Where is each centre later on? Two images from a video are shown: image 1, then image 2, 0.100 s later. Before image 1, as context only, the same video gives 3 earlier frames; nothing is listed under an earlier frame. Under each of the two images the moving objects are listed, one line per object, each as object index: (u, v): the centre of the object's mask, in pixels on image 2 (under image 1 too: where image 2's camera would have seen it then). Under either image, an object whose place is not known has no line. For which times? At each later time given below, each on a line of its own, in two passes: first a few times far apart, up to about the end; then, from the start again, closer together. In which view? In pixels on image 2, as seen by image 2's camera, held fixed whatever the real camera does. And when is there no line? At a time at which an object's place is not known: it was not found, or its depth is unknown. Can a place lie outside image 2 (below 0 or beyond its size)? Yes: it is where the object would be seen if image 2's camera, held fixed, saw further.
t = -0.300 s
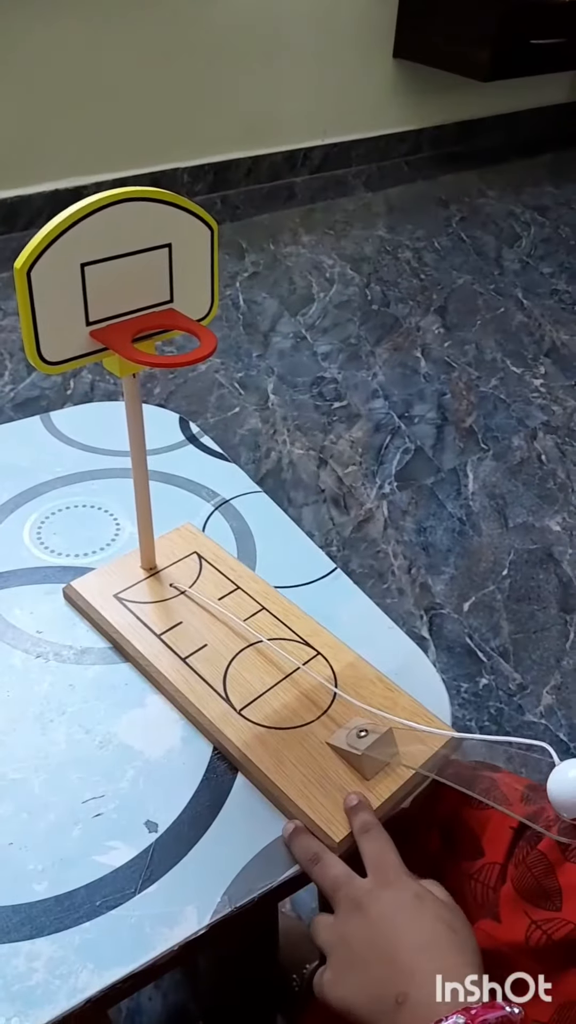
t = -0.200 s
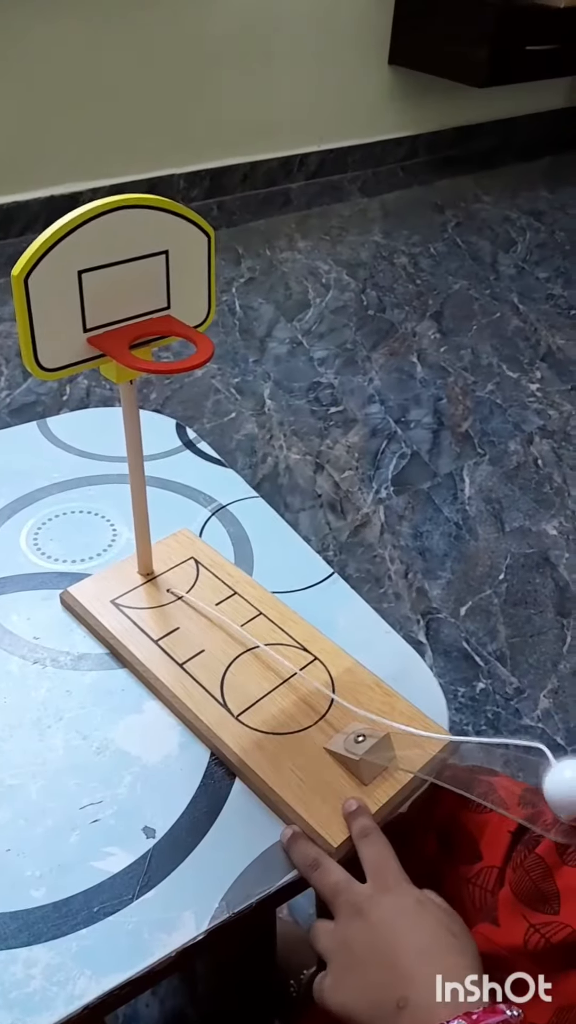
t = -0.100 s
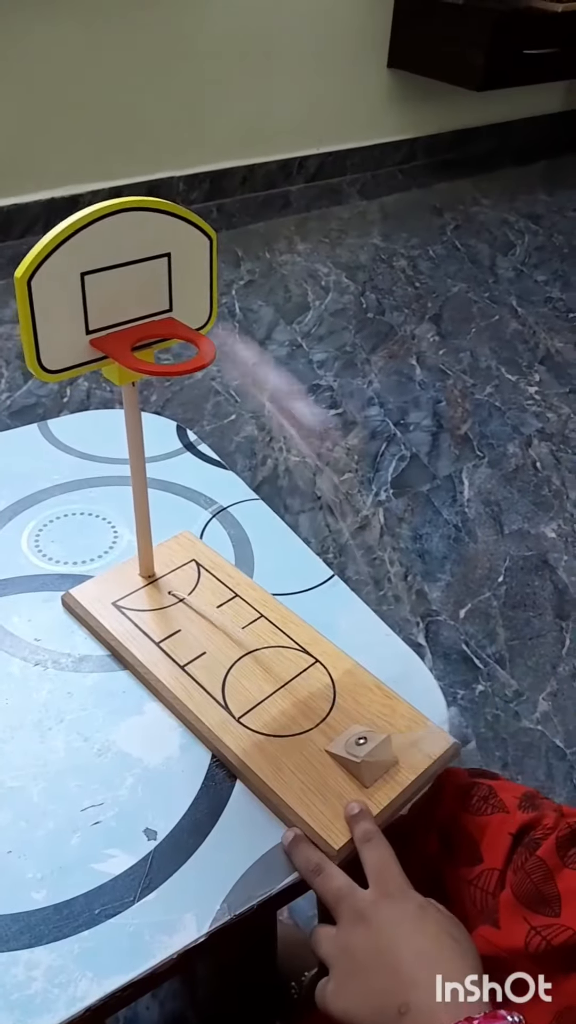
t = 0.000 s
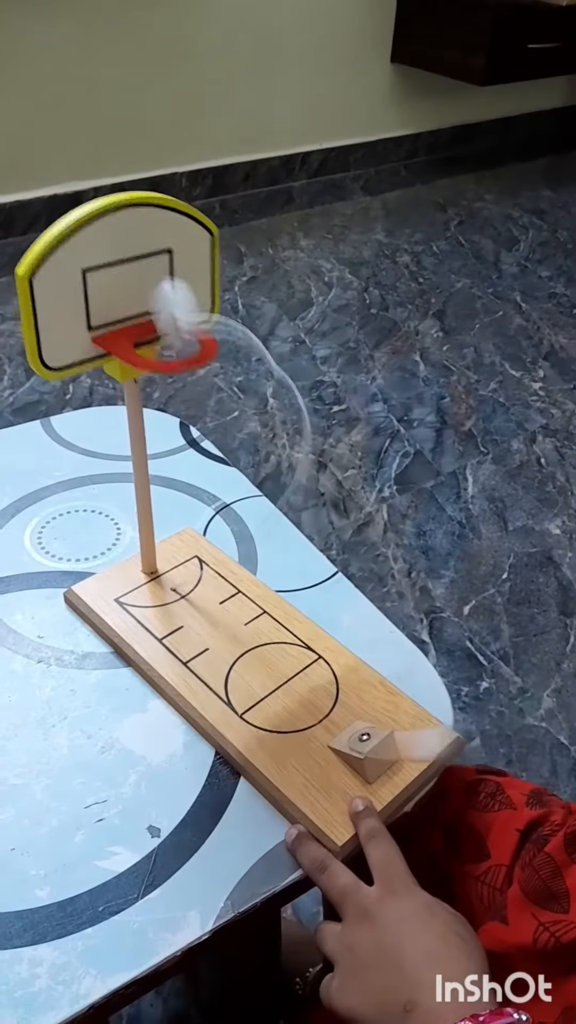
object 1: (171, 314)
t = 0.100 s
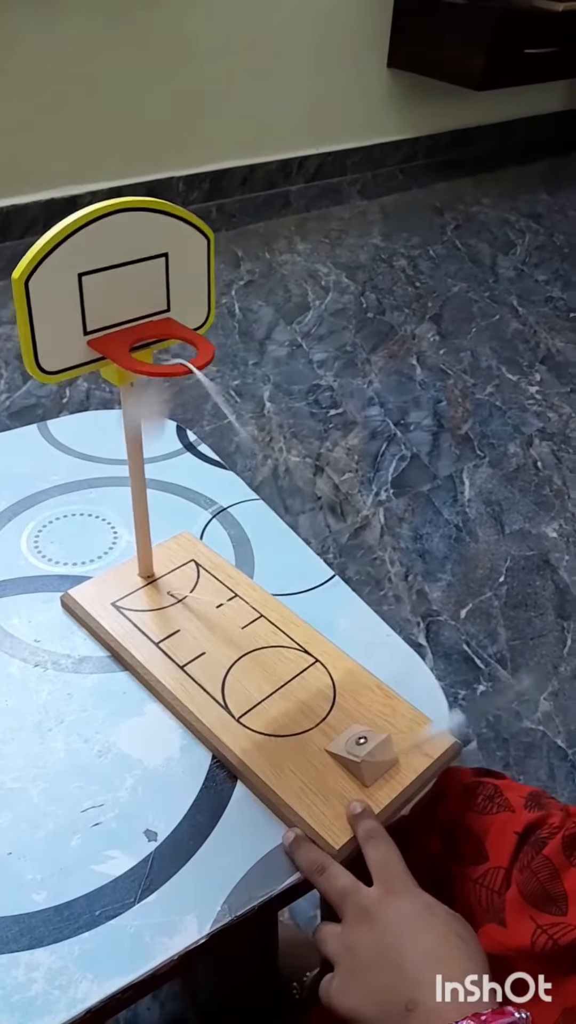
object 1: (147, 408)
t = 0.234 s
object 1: (154, 499)
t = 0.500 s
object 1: (193, 537)
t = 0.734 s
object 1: (143, 529)
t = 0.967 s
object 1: (203, 534)
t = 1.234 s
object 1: (154, 536)
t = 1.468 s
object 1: (184, 536)
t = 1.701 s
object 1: (180, 535)
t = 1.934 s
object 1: (170, 537)
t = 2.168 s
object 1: (188, 537)
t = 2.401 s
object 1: (178, 539)
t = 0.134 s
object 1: (138, 450)
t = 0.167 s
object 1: (128, 513)
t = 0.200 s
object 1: (141, 506)
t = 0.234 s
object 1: (154, 499)
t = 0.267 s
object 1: (174, 505)
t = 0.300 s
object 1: (189, 521)
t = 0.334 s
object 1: (208, 544)
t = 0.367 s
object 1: (211, 535)
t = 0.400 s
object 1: (214, 535)
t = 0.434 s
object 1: (211, 542)
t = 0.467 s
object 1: (204, 538)
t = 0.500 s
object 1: (193, 537)
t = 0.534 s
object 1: (181, 533)
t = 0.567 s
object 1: (167, 529)
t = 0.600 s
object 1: (156, 528)
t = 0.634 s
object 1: (148, 527)
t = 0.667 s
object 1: (143, 528)
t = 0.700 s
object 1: (141, 528)
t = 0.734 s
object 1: (143, 529)
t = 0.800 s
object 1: (156, 532)
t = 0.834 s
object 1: (168, 534)
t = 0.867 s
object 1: (181, 534)
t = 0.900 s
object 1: (191, 535)
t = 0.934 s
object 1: (199, 535)
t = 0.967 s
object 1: (203, 534)
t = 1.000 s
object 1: (204, 533)
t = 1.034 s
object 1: (201, 533)
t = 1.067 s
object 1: (193, 534)
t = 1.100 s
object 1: (184, 534)
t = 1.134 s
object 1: (176, 534)
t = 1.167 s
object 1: (165, 535)
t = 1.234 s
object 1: (154, 536)
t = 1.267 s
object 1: (153, 536)
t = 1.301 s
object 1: (153, 536)
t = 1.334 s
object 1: (157, 536)
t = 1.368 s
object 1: (162, 535)
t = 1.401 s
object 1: (171, 534)
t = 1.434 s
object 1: (178, 535)
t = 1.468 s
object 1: (184, 536)
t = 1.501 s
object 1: (190, 537)
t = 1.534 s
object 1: (193, 537)
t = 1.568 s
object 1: (195, 537)
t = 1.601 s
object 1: (194, 537)
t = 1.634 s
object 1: (190, 537)
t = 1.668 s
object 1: (185, 535)
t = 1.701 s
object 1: (180, 535)
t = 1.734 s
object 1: (176, 535)
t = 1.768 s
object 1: (171, 536)
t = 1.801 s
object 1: (167, 537)
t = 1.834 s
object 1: (166, 538)
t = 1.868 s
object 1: (166, 538)
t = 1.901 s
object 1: (167, 538)
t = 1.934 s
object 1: (170, 537)
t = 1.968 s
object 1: (174, 536)
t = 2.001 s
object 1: (178, 536)
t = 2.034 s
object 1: (181, 536)
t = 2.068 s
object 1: (184, 537)
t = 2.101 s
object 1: (186, 537)
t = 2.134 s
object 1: (188, 537)
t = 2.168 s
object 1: (188, 537)
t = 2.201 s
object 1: (187, 536)
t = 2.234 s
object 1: (184, 536)
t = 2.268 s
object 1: (183, 535)
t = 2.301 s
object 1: (181, 536)
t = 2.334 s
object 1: (180, 537)
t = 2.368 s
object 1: (178, 538)
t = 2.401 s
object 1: (178, 539)
